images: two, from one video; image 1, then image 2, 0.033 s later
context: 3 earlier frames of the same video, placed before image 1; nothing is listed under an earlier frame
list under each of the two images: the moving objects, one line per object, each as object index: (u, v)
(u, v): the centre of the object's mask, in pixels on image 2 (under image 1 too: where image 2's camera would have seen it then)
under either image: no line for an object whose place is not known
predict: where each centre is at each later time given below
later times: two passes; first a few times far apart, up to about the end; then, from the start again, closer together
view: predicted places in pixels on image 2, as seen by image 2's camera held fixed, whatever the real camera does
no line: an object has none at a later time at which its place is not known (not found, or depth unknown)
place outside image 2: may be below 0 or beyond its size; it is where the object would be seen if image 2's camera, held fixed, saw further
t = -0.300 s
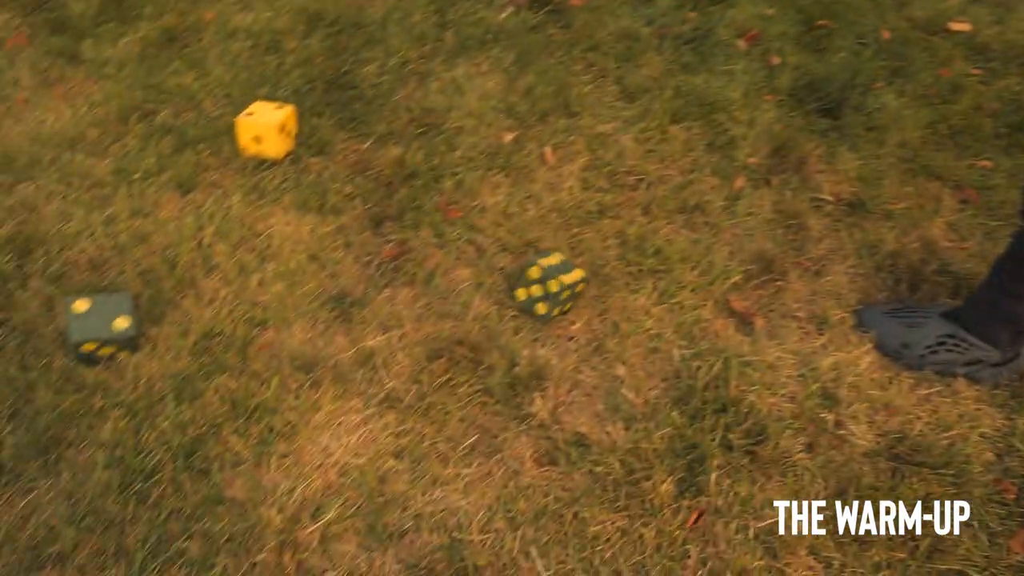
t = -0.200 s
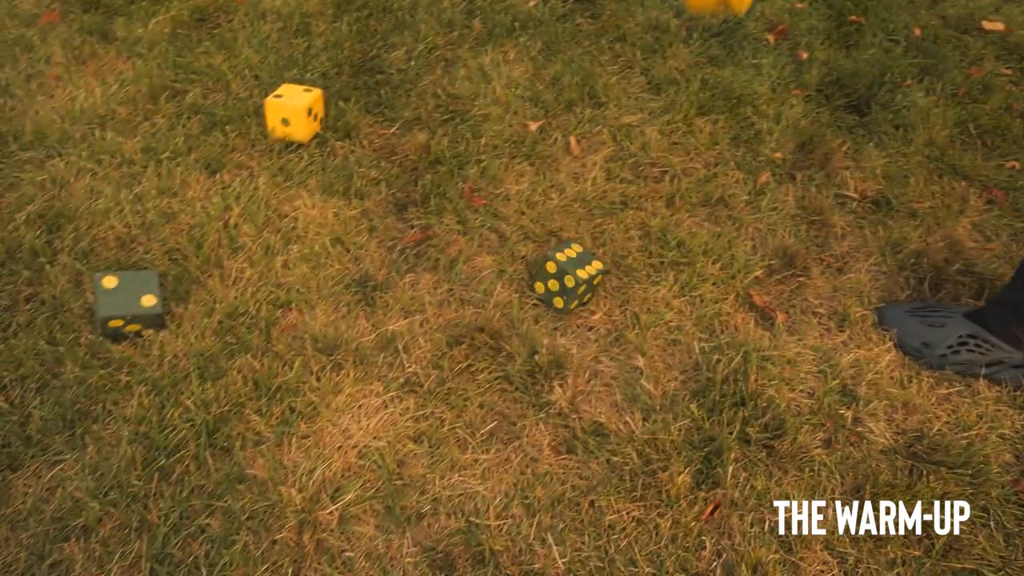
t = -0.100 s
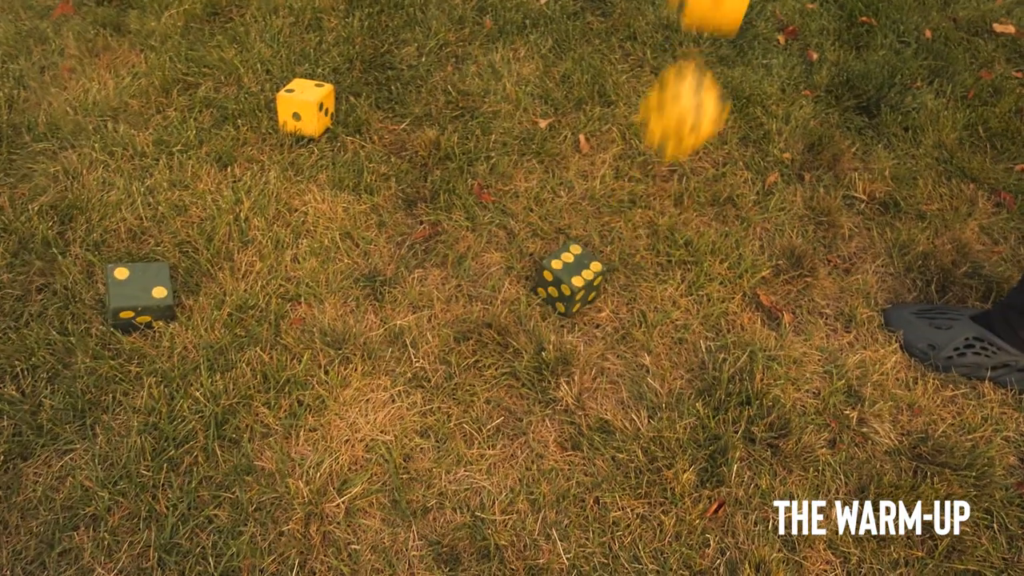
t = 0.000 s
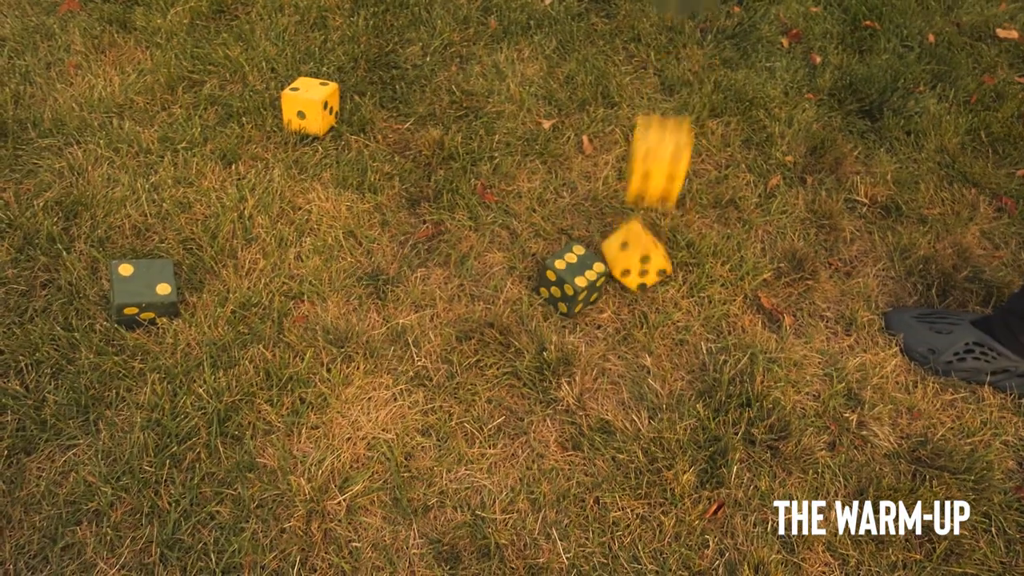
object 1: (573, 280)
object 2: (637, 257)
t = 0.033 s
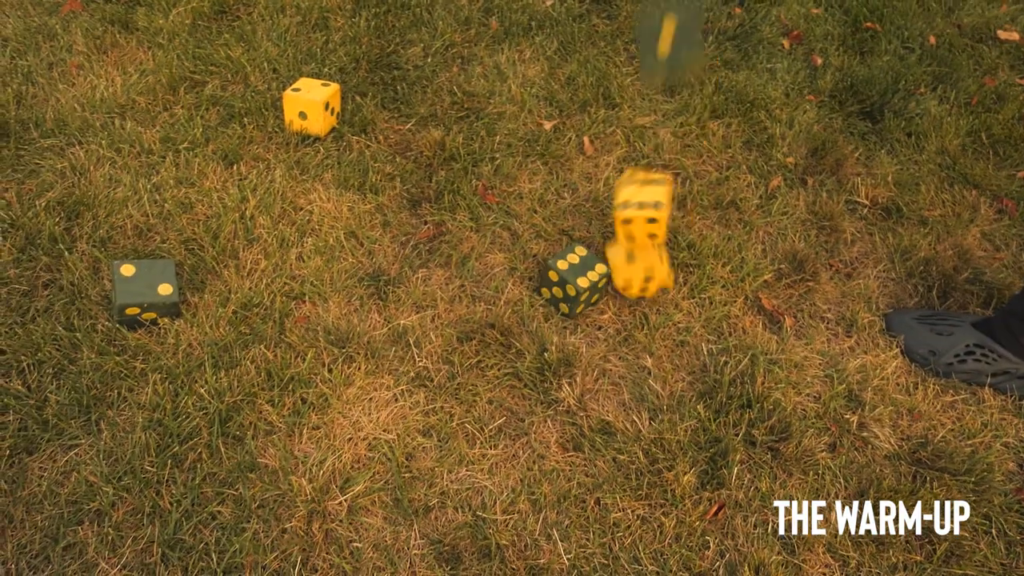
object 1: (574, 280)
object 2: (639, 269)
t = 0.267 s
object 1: (563, 280)
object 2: (700, 269)
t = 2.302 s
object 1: (569, 283)
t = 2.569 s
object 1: (569, 283)
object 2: (709, 279)
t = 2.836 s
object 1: (570, 283)
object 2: (709, 279)
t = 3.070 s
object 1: (570, 282)
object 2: (710, 279)
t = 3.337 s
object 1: (570, 283)
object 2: (710, 279)
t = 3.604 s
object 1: (571, 282)
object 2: (710, 279)
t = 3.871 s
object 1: (570, 282)
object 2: (710, 279)
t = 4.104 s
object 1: (570, 282)
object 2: (710, 279)
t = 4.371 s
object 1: (570, 283)
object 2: (710, 279)
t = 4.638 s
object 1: (570, 283)
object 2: (710, 279)
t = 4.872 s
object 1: (570, 283)
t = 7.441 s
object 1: (569, 283)
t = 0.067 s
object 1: (574, 280)
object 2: (649, 273)
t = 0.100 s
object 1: (573, 280)
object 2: (661, 272)
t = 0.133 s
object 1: (573, 280)
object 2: (672, 274)
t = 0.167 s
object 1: (568, 283)
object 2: (680, 272)
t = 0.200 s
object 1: (565, 280)
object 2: (688, 270)
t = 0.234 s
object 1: (563, 279)
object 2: (696, 269)
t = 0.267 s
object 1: (563, 280)
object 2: (700, 269)
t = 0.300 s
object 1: (563, 281)
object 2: (704, 268)
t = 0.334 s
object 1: (565, 283)
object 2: (708, 269)
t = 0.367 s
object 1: (568, 282)
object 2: (712, 271)
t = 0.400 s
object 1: (570, 282)
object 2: (715, 272)
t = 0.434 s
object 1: (570, 281)
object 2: (717, 272)
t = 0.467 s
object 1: (570, 282)
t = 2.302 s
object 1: (569, 283)
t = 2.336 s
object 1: (569, 283)
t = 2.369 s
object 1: (569, 283)
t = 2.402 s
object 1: (569, 283)
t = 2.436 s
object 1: (569, 283)
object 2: (709, 279)
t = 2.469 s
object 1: (569, 283)
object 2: (709, 279)
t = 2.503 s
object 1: (569, 283)
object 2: (709, 279)
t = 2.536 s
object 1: (569, 283)
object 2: (709, 279)
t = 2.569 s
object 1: (569, 283)
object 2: (709, 279)
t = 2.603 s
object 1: (570, 283)
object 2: (709, 279)
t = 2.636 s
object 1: (570, 283)
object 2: (709, 279)
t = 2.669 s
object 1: (570, 283)
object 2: (709, 279)
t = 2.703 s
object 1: (570, 283)
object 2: (709, 279)
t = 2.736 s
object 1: (570, 283)
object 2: (709, 279)
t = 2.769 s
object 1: (570, 283)
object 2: (709, 279)
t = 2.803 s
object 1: (570, 283)
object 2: (709, 279)
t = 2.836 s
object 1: (570, 283)
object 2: (709, 279)
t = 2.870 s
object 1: (570, 283)
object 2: (709, 279)
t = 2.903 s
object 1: (570, 283)
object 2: (709, 279)
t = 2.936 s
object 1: (570, 283)
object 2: (709, 279)
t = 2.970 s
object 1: (570, 282)
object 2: (710, 279)
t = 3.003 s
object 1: (570, 282)
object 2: (709, 279)
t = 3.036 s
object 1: (570, 282)
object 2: (710, 279)
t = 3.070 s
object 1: (570, 282)
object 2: (710, 279)
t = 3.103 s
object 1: (570, 282)
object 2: (710, 279)
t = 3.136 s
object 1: (570, 282)
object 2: (710, 279)
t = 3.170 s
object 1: (570, 282)
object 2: (710, 279)
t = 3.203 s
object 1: (570, 282)
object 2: (710, 279)
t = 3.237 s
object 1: (570, 282)
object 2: (710, 279)
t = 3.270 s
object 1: (570, 282)
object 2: (710, 279)
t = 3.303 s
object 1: (570, 282)
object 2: (710, 279)
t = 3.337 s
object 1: (570, 283)
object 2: (710, 279)
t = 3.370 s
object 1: (570, 282)
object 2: (710, 279)
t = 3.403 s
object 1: (570, 282)
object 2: (710, 279)
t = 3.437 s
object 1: (570, 282)
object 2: (710, 279)
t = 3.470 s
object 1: (571, 282)
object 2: (710, 279)
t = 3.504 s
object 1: (571, 282)
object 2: (710, 279)
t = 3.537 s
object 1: (571, 282)
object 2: (710, 279)
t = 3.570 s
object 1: (571, 282)
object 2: (710, 279)
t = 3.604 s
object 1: (571, 282)
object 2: (710, 279)
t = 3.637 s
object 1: (571, 282)
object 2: (710, 279)
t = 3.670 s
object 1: (570, 282)
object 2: (710, 279)
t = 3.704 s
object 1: (570, 282)
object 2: (710, 279)
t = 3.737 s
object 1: (570, 282)
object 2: (710, 279)
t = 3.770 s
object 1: (570, 282)
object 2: (710, 279)
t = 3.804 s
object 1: (570, 283)
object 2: (710, 279)
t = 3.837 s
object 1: (570, 282)
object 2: (710, 279)
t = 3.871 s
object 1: (570, 282)
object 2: (710, 279)
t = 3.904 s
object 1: (570, 282)
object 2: (710, 279)
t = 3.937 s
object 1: (570, 282)
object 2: (710, 279)
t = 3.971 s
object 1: (570, 282)
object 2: (710, 279)
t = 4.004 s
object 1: (570, 282)
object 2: (710, 279)
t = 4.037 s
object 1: (570, 283)
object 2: (710, 279)
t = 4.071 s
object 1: (570, 283)
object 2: (710, 279)
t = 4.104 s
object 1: (570, 282)
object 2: (710, 279)
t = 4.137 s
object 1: (570, 283)
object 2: (710, 279)
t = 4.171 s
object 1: (570, 283)
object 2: (710, 279)
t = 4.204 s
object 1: (570, 282)
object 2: (710, 279)
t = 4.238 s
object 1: (570, 283)
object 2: (710, 279)
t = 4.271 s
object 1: (570, 283)
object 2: (710, 279)
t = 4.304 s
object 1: (570, 283)
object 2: (710, 279)
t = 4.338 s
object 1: (570, 283)
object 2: (710, 279)
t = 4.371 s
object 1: (570, 283)
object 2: (710, 279)
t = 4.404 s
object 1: (570, 283)
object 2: (710, 279)
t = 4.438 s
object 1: (570, 283)
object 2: (710, 280)
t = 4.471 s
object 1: (570, 283)
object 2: (709, 279)
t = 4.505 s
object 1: (570, 283)
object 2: (709, 279)
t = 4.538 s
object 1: (570, 283)
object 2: (710, 279)
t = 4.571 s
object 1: (570, 283)
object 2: (710, 279)
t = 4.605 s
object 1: (570, 283)
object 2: (709, 279)
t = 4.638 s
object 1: (570, 283)
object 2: (710, 279)
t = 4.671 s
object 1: (570, 283)
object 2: (709, 279)
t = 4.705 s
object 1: (570, 283)
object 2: (709, 279)
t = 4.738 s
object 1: (570, 283)
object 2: (709, 280)
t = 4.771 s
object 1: (570, 283)
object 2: (709, 279)
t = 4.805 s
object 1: (570, 283)
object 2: (710, 280)
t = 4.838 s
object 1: (570, 283)
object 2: (710, 280)
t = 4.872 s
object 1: (570, 283)
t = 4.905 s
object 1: (570, 283)
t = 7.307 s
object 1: (569, 283)
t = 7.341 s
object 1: (570, 283)
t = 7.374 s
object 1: (569, 283)
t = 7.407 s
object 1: (569, 283)
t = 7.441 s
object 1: (569, 283)
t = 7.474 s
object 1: (569, 283)
